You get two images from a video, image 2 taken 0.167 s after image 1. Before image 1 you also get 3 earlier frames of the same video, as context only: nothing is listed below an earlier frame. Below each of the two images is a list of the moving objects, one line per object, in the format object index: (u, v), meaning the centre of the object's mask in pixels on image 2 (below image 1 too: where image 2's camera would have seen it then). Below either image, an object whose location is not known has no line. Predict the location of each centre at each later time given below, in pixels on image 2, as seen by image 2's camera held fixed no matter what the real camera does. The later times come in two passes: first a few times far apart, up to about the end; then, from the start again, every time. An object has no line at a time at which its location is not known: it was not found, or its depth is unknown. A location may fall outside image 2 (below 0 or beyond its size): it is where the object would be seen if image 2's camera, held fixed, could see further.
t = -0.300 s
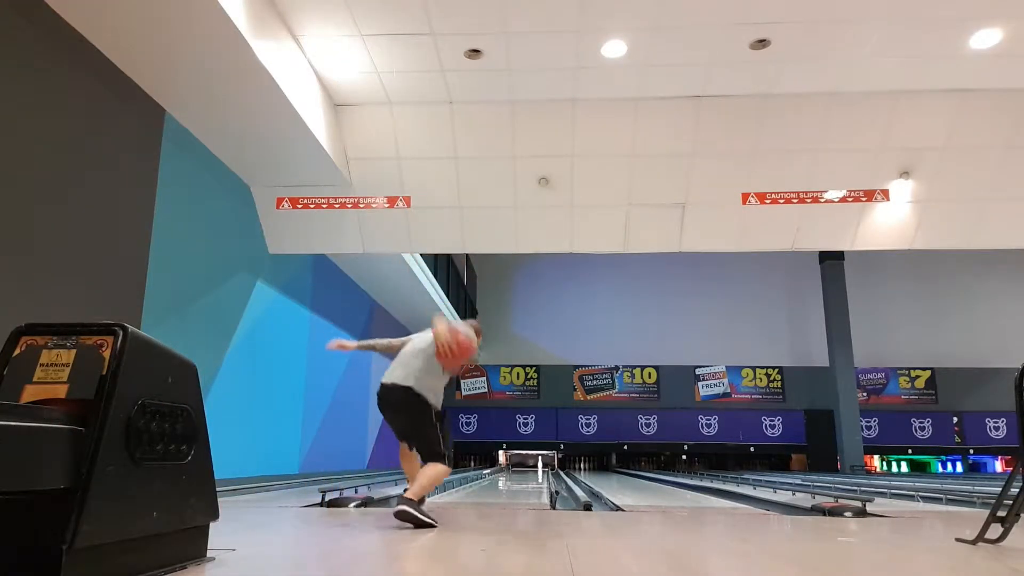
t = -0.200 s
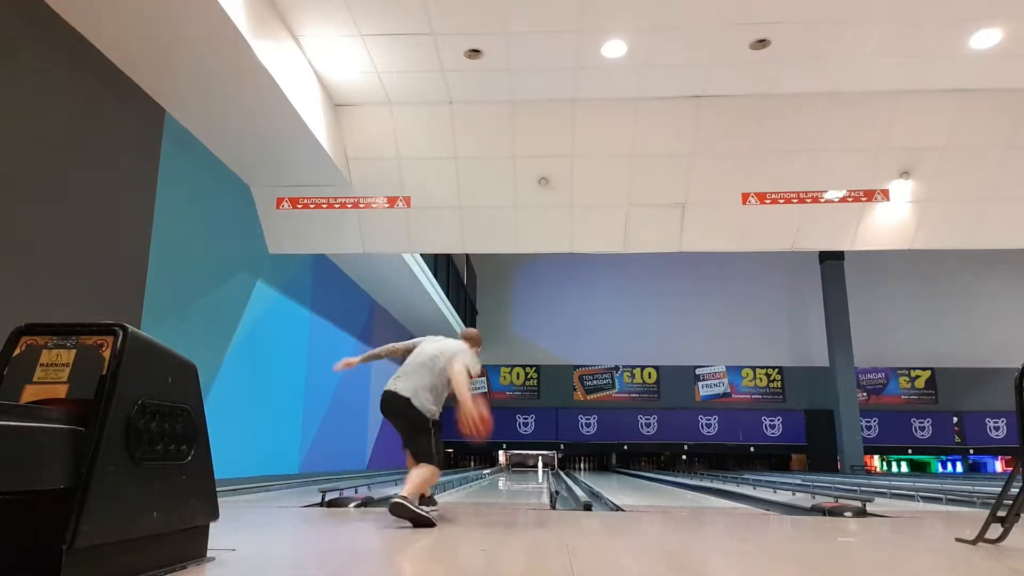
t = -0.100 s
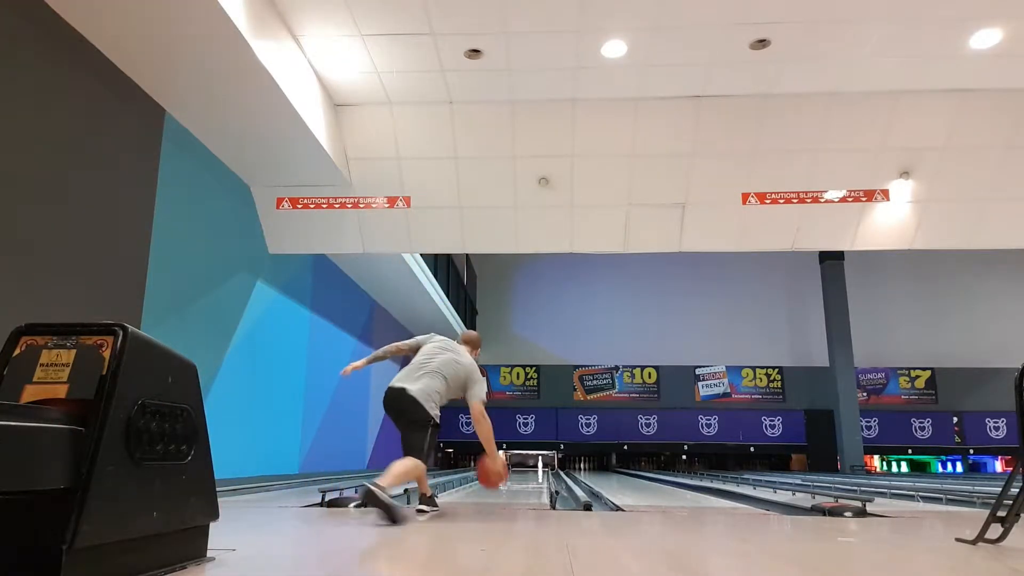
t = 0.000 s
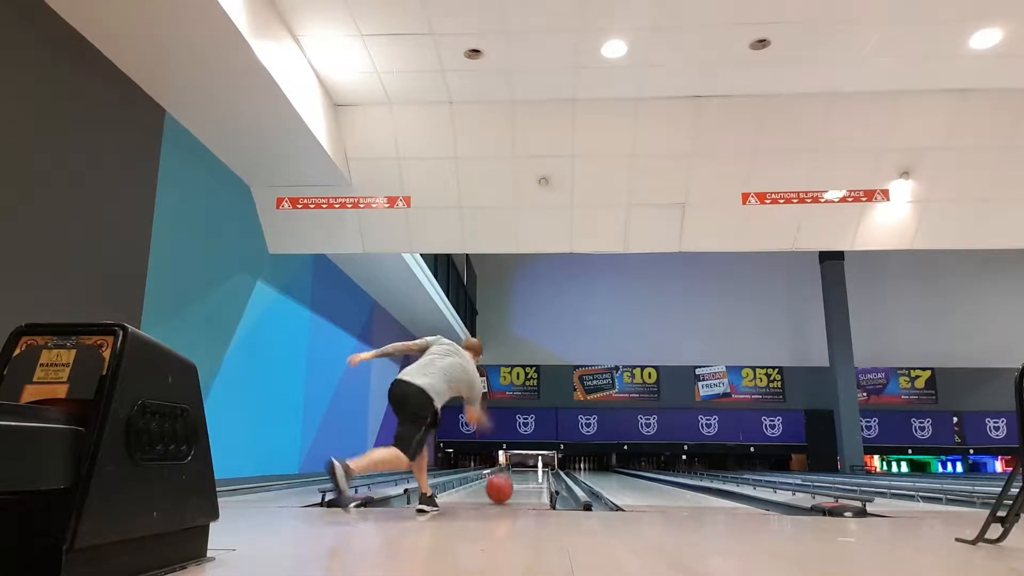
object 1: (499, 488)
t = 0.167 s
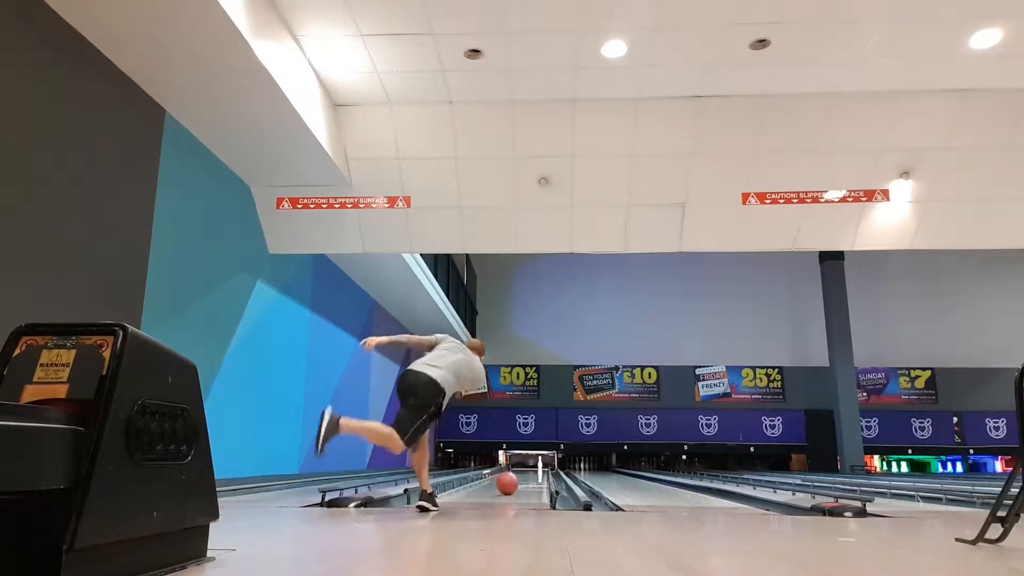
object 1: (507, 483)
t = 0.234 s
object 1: (509, 481)
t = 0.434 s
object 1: (514, 476)
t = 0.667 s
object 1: (518, 473)
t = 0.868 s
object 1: (520, 472)
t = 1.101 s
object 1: (522, 470)
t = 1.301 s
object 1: (523, 469)
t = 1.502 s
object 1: (524, 468)
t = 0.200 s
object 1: (508, 482)
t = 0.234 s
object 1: (509, 481)
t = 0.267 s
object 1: (510, 480)
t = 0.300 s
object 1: (511, 479)
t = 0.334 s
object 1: (512, 479)
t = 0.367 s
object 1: (512, 478)
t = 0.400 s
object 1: (513, 477)
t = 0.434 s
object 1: (514, 476)
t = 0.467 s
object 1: (515, 476)
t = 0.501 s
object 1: (516, 475)
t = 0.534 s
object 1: (516, 475)
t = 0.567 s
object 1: (516, 474)
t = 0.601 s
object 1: (517, 474)
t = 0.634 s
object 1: (518, 474)
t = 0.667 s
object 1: (518, 473)
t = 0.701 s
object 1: (518, 473)
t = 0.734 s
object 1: (519, 473)
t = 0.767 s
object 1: (519, 472)
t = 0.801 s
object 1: (519, 472)
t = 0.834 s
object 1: (520, 472)
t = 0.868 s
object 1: (520, 472)
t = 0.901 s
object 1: (520, 472)
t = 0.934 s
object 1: (521, 471)
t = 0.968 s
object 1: (521, 471)
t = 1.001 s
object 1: (522, 471)
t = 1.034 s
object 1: (522, 471)
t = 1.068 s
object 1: (522, 470)
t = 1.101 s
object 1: (522, 470)
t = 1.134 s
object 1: (522, 470)
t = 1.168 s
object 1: (523, 470)
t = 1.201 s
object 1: (523, 469)
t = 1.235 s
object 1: (523, 469)
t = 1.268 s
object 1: (523, 469)
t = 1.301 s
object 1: (523, 469)
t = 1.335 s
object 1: (524, 469)
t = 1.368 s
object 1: (524, 469)
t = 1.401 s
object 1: (524, 469)
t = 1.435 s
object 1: (524, 468)
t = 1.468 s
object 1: (524, 468)
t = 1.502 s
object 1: (524, 468)
